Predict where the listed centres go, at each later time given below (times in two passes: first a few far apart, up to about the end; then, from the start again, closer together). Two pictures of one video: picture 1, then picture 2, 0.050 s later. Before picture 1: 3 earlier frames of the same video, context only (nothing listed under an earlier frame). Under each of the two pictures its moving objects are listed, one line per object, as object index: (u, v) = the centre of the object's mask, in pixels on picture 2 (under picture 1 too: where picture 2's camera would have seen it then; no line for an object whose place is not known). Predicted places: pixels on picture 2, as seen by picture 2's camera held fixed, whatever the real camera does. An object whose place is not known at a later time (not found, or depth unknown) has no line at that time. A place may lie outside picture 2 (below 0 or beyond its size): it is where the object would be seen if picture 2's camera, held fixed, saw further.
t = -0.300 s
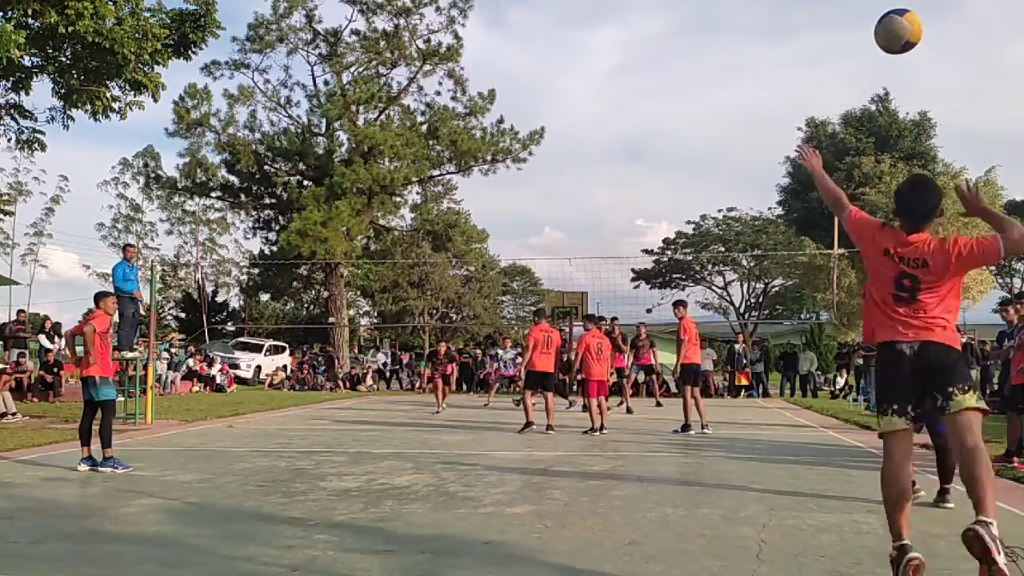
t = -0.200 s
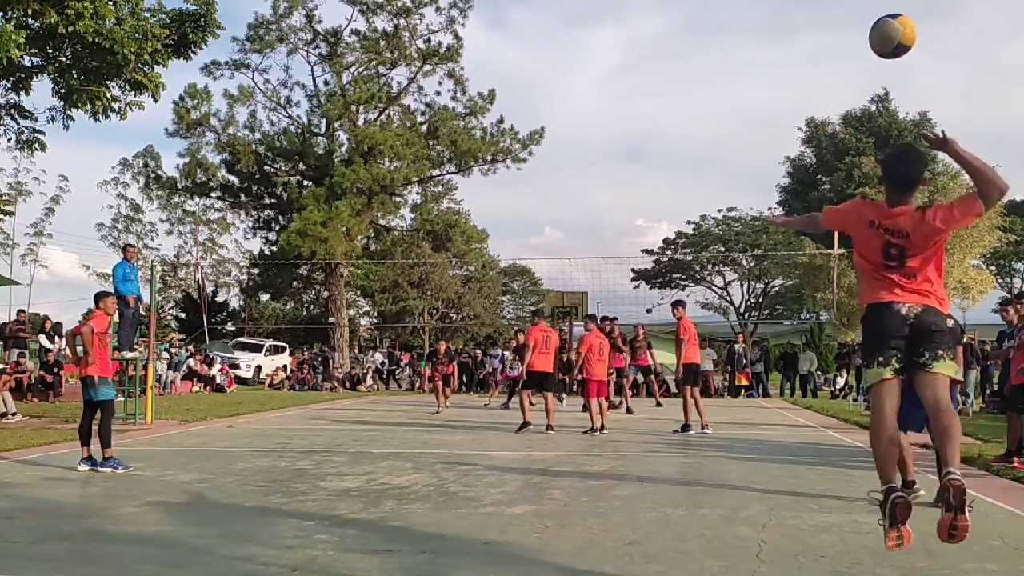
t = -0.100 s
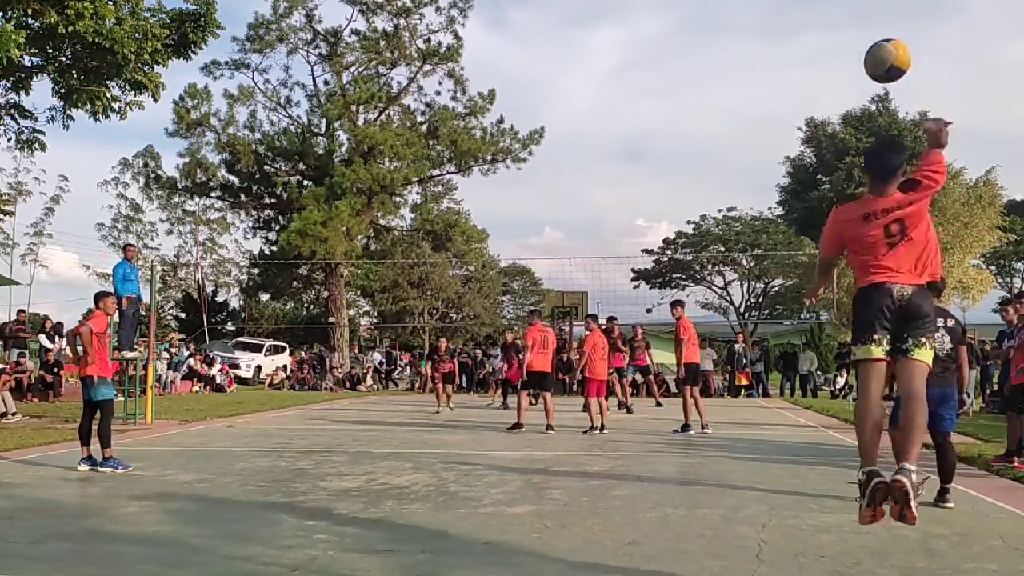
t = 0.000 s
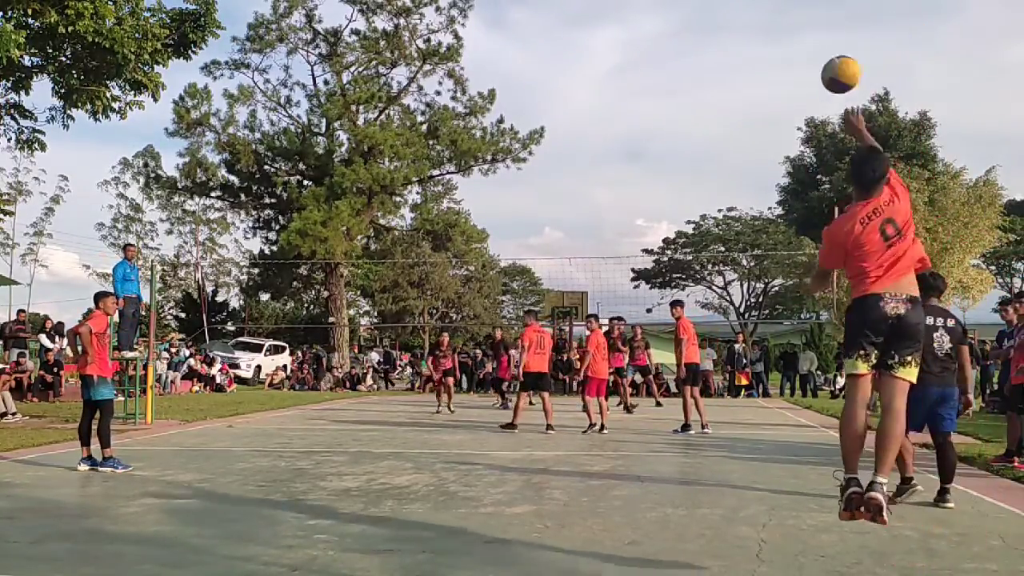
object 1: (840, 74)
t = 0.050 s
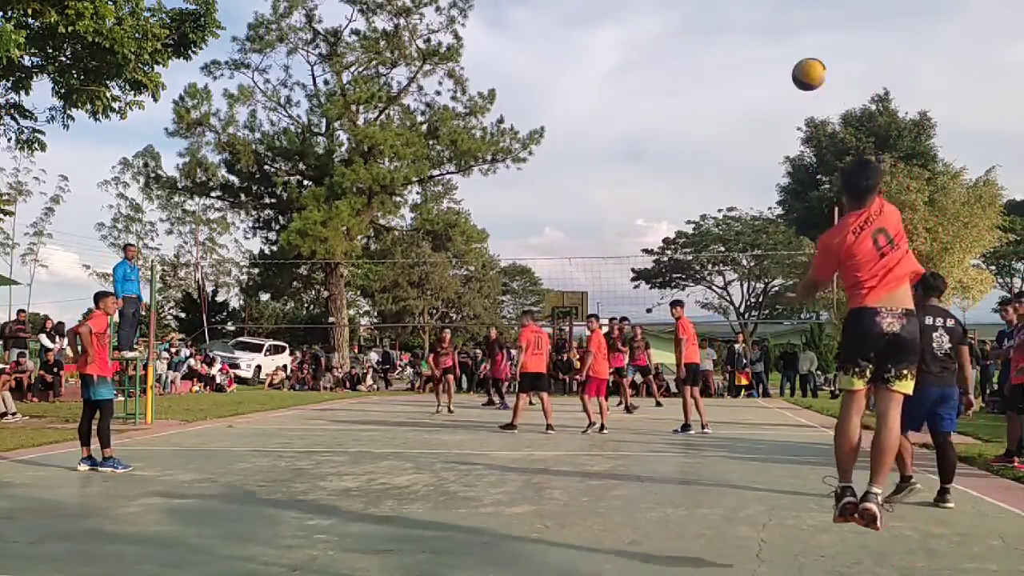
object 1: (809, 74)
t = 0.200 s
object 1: (749, 88)
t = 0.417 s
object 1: (701, 126)
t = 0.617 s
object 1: (675, 172)
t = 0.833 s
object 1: (657, 230)
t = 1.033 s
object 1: (646, 289)
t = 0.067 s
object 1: (800, 75)
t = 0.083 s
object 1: (792, 76)
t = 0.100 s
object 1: (784, 77)
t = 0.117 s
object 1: (777, 78)
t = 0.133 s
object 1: (771, 80)
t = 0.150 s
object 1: (765, 82)
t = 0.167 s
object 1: (759, 83)
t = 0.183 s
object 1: (754, 85)
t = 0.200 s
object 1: (749, 88)
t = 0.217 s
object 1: (744, 90)
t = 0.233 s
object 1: (740, 93)
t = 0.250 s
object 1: (735, 95)
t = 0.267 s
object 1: (731, 98)
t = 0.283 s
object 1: (726, 101)
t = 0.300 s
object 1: (722, 103)
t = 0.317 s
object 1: (719, 107)
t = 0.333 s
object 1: (715, 110)
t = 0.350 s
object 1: (712, 113)
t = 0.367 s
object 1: (710, 116)
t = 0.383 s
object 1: (706, 120)
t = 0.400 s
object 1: (704, 123)
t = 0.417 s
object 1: (701, 126)
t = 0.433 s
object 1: (698, 130)
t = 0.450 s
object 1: (696, 134)
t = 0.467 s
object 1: (694, 137)
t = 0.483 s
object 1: (691, 141)
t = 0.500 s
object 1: (689, 144)
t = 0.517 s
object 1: (687, 148)
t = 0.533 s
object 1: (685, 152)
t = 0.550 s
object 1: (683, 156)
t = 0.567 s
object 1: (681, 160)
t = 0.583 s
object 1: (679, 164)
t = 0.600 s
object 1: (677, 168)
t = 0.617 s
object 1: (675, 172)
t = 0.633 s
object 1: (673, 176)
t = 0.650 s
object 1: (671, 180)
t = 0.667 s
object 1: (670, 185)
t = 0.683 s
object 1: (668, 189)
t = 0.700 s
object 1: (667, 193)
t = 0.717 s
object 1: (665, 197)
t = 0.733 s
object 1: (664, 202)
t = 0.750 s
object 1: (663, 206)
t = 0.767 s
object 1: (661, 211)
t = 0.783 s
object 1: (660, 216)
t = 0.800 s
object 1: (659, 220)
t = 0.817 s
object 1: (658, 225)
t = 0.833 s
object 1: (657, 230)
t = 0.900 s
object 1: (650, 250)
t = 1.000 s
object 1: (648, 279)
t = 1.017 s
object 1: (647, 284)
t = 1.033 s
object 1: (646, 289)
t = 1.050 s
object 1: (645, 294)
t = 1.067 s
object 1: (645, 299)
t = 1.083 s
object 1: (645, 305)
